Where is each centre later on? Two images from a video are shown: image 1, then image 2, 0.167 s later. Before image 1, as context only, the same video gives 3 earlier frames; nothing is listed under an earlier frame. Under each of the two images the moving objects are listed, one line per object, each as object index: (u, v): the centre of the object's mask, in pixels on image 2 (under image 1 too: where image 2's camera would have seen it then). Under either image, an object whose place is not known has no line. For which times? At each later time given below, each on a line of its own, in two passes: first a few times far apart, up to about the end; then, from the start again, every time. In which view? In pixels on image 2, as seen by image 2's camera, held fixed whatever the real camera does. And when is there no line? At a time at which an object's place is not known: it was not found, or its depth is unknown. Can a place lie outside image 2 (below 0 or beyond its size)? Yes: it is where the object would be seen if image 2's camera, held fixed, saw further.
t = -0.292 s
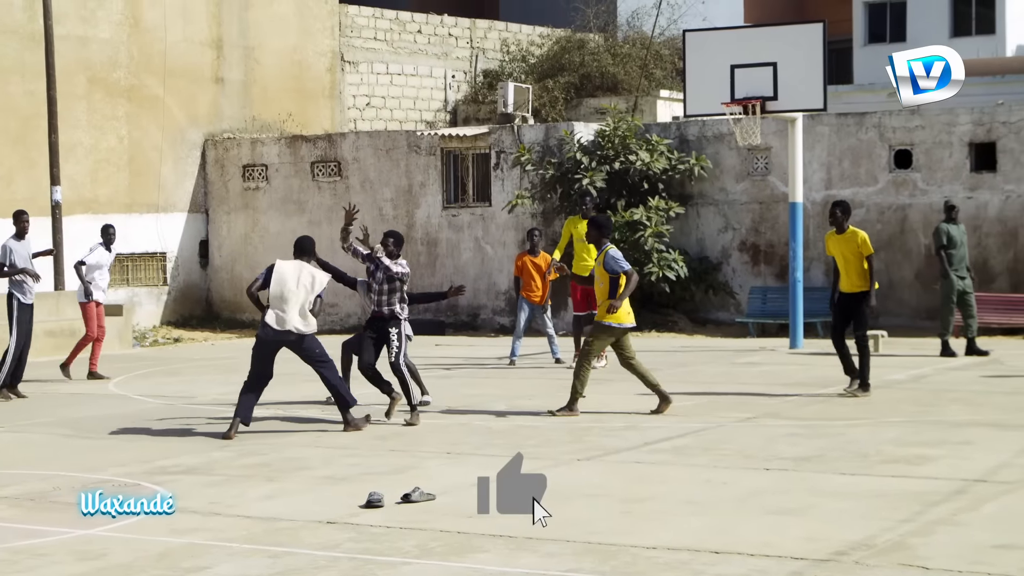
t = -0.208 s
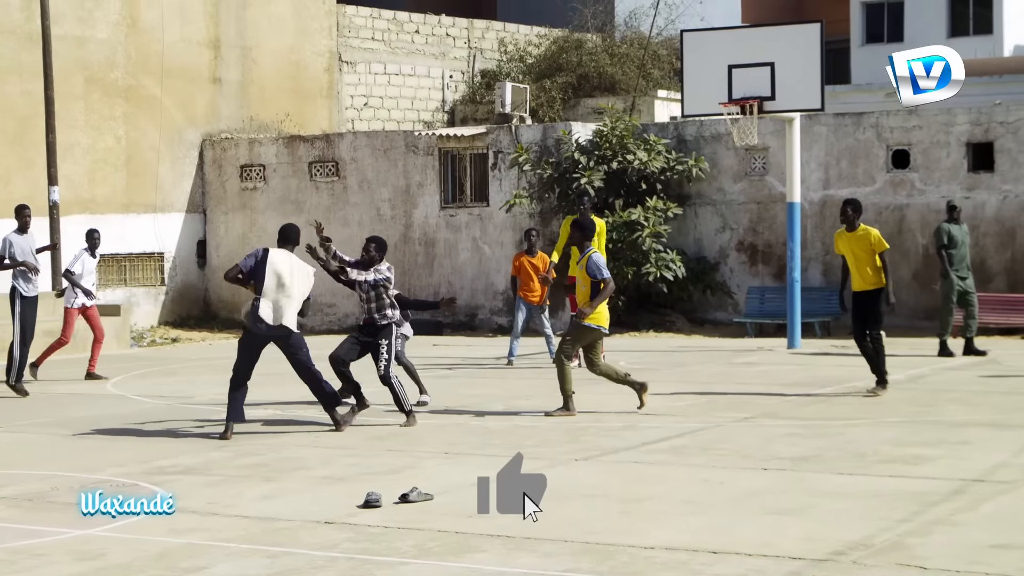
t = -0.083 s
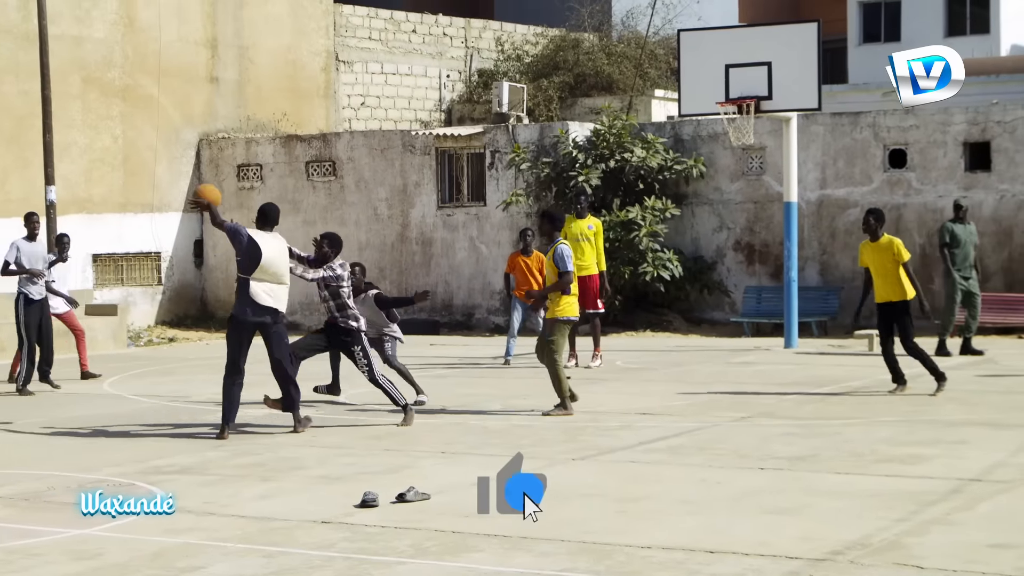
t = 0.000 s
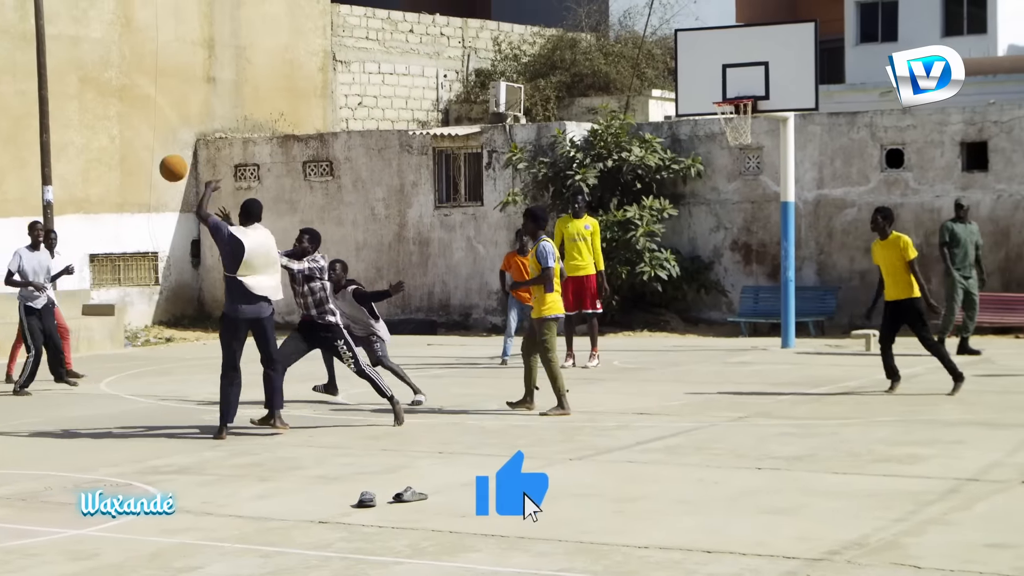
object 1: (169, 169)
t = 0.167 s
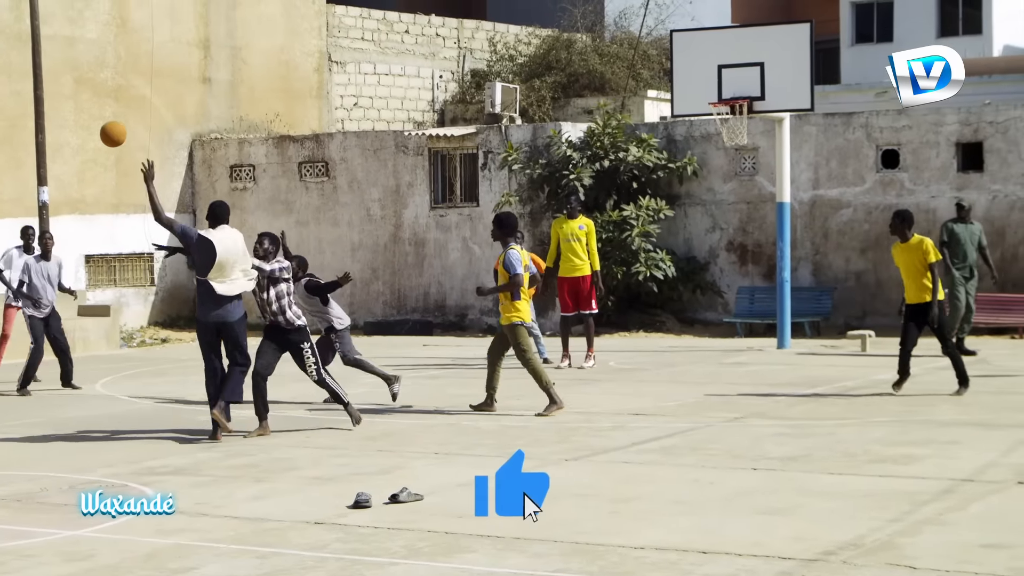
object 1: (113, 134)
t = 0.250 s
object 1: (87, 128)
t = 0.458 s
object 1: (29, 143)
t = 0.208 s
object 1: (100, 130)
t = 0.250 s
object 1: (87, 128)
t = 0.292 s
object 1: (75, 128)
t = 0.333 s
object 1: (63, 129)
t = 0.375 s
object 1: (52, 132)
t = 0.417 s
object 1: (40, 137)
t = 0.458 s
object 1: (29, 143)
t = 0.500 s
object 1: (18, 151)
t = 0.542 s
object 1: (8, 160)
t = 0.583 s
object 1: (0, 171)
